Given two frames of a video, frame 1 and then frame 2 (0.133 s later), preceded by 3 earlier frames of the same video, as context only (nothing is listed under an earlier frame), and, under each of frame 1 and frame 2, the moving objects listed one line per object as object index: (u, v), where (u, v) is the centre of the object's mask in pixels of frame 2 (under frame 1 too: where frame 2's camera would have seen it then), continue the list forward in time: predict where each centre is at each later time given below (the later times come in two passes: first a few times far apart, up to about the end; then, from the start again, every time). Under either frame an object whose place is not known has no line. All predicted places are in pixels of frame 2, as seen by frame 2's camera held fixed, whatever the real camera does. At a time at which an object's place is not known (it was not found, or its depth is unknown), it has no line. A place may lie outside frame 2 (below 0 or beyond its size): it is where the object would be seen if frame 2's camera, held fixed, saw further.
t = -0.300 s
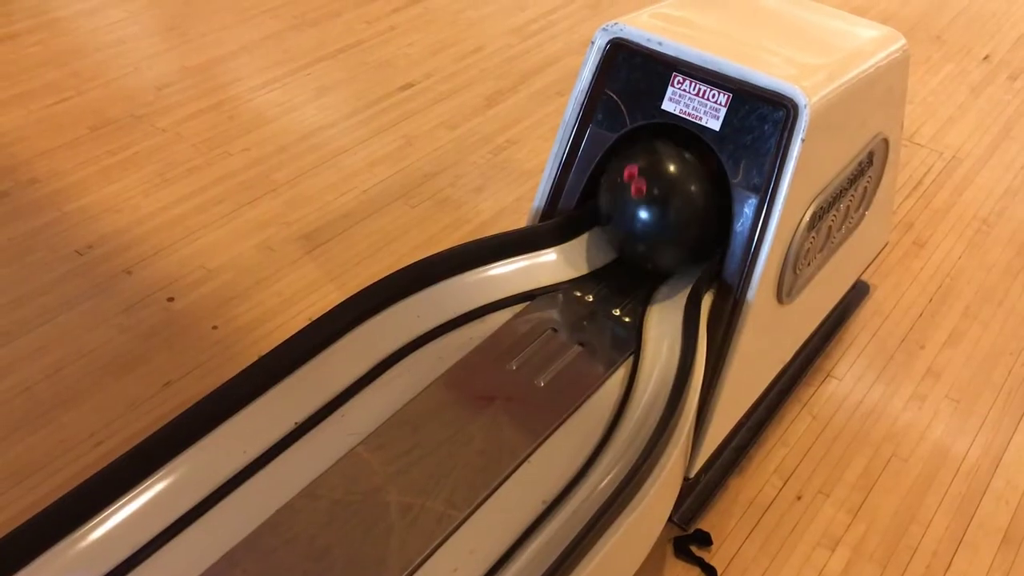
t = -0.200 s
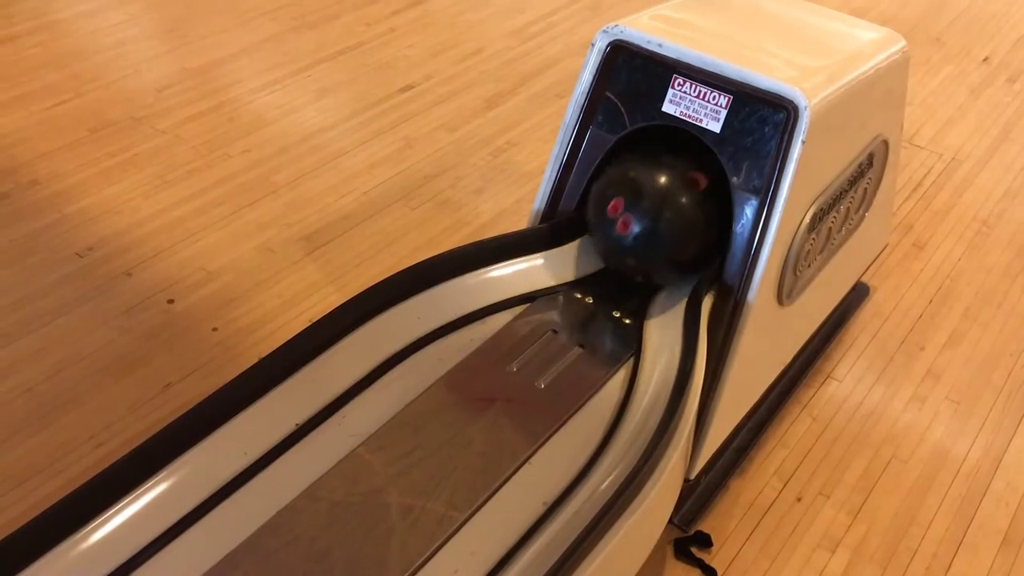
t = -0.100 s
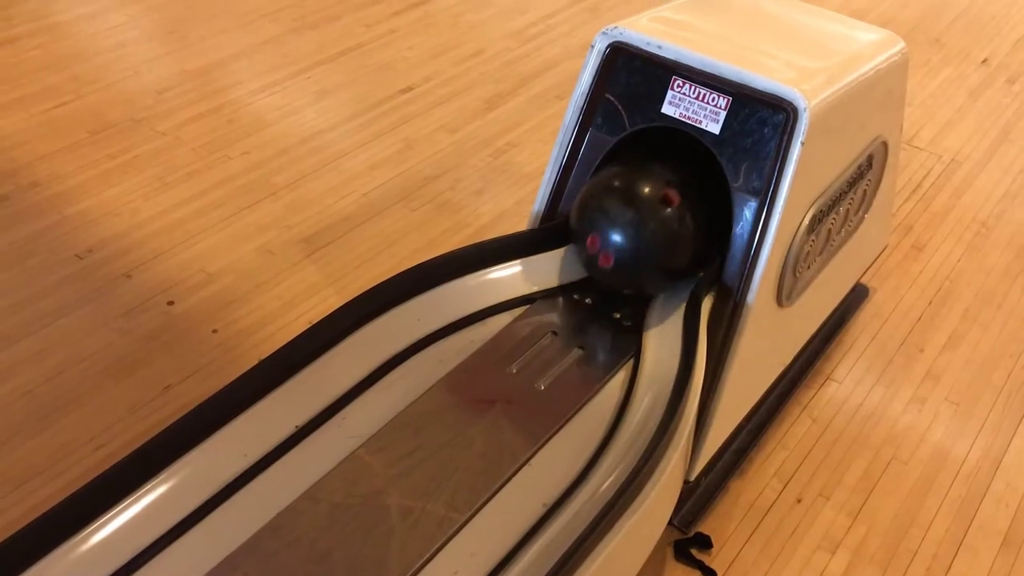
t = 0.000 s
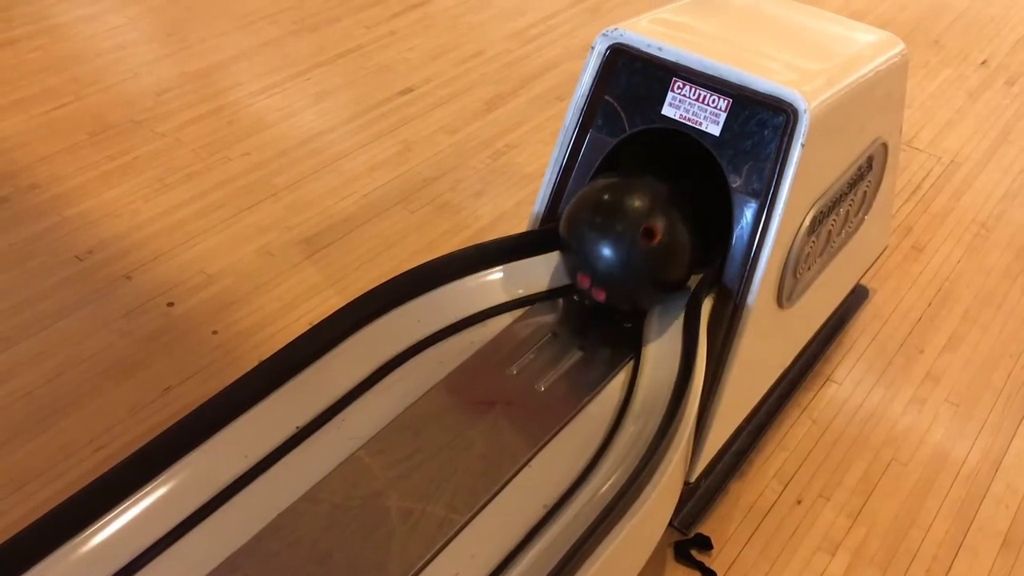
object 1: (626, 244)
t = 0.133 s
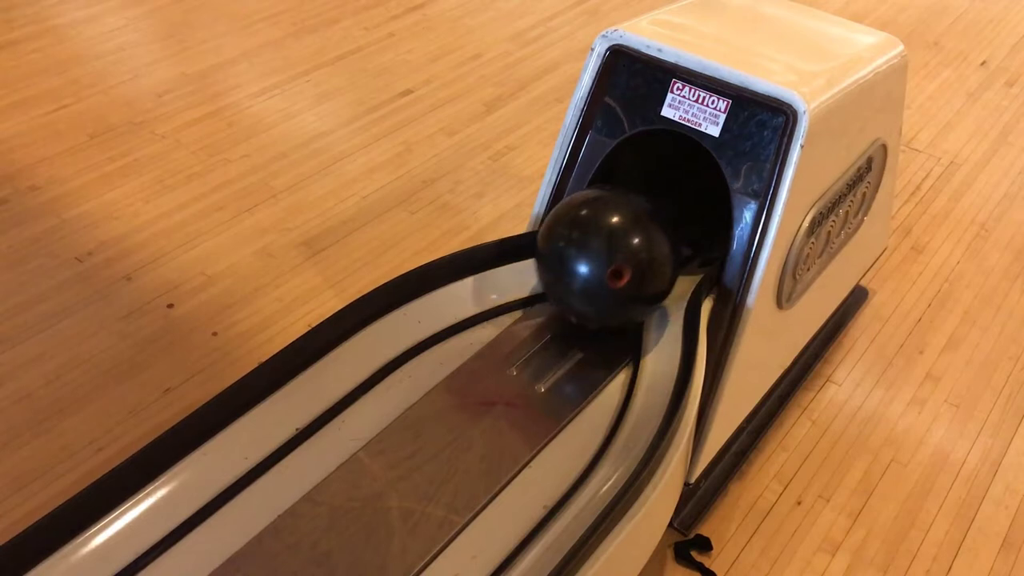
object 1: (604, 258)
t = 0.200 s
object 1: (595, 268)
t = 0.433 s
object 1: (556, 302)
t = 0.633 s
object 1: (517, 333)
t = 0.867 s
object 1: (469, 378)
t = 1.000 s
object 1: (440, 409)
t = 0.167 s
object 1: (601, 263)
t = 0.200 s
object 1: (595, 268)
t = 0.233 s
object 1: (589, 273)
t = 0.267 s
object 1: (584, 277)
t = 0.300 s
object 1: (578, 282)
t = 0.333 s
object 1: (572, 287)
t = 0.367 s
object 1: (568, 291)
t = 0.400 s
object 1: (562, 296)
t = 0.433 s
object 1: (556, 302)
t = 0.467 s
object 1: (550, 307)
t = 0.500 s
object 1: (544, 312)
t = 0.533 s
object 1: (537, 317)
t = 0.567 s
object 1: (531, 322)
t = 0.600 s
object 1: (524, 327)
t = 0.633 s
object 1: (517, 333)
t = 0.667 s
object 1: (510, 339)
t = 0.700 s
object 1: (503, 345)
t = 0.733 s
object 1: (497, 352)
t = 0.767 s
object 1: (490, 358)
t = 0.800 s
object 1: (483, 364)
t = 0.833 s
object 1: (476, 371)
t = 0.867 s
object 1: (469, 378)
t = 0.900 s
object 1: (461, 386)
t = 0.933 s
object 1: (455, 393)
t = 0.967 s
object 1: (447, 401)
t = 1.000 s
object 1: (440, 409)
